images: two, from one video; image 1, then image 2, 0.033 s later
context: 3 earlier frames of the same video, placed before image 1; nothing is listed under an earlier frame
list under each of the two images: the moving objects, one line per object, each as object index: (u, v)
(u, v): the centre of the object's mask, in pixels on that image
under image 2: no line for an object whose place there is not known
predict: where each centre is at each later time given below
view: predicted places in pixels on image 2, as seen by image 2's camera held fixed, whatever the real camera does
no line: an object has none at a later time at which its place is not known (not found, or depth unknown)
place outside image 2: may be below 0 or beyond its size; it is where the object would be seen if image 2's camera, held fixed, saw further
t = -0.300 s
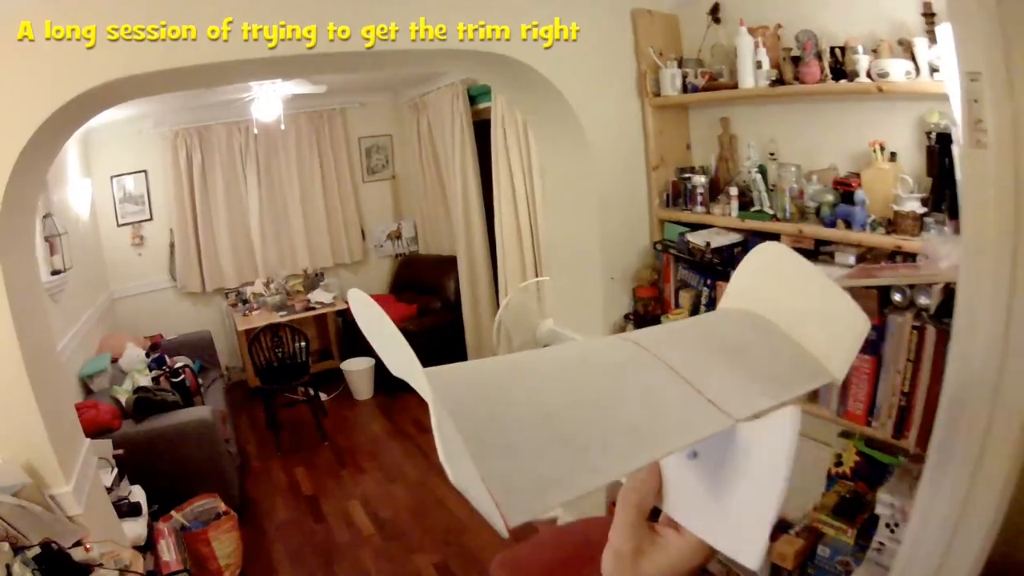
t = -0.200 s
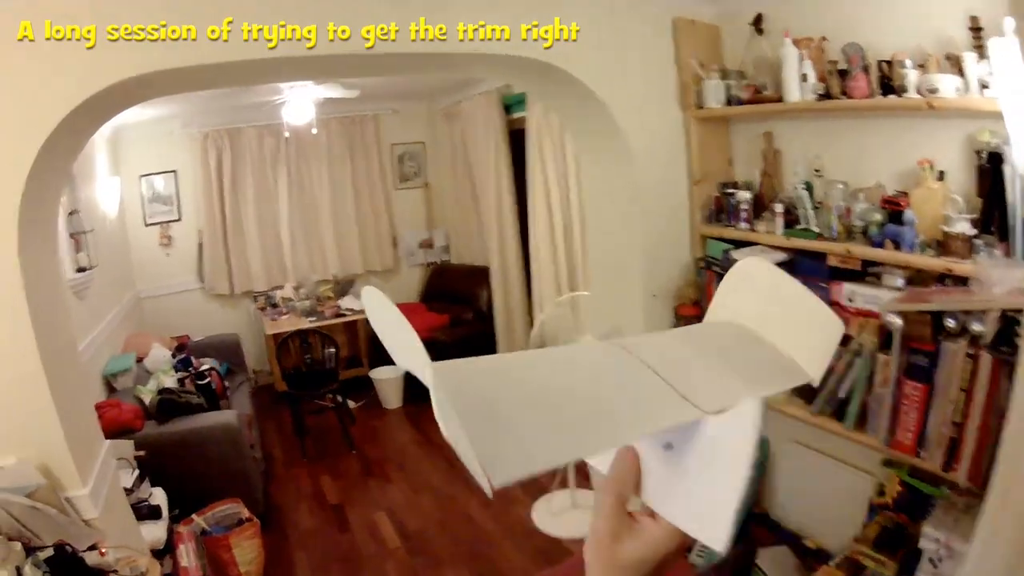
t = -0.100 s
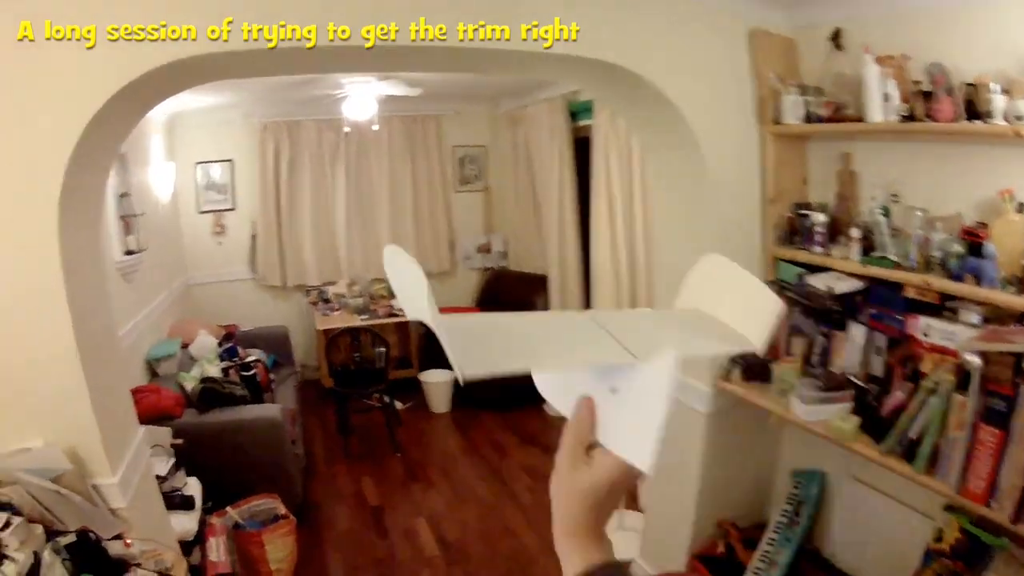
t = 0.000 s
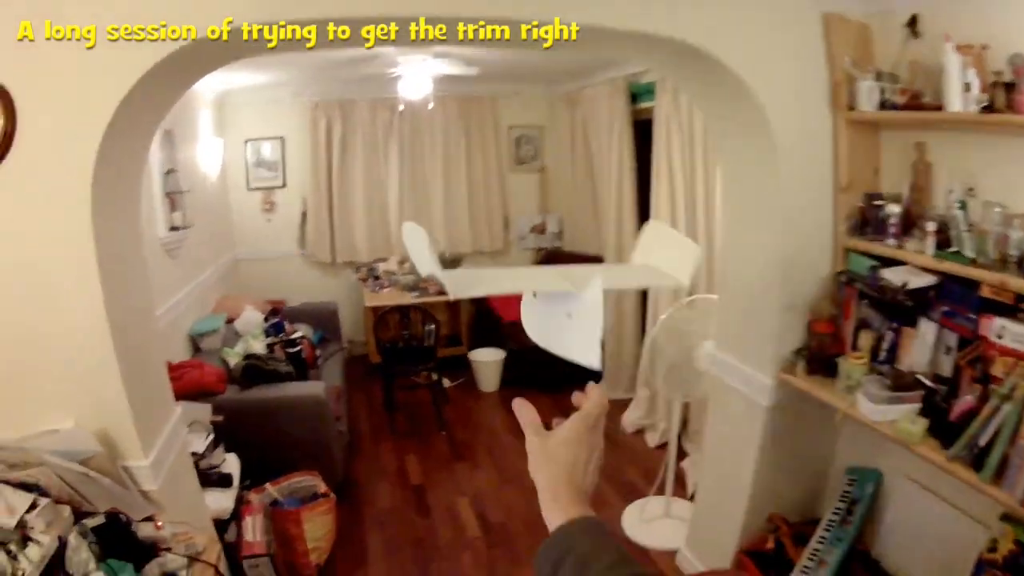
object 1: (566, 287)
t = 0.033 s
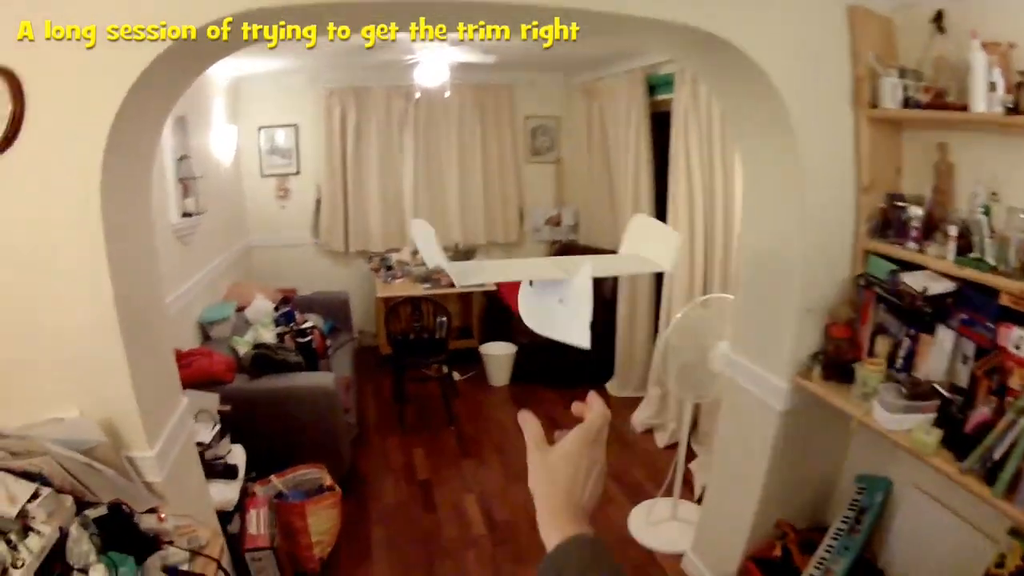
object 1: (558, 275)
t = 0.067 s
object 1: (533, 269)
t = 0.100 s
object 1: (520, 264)
